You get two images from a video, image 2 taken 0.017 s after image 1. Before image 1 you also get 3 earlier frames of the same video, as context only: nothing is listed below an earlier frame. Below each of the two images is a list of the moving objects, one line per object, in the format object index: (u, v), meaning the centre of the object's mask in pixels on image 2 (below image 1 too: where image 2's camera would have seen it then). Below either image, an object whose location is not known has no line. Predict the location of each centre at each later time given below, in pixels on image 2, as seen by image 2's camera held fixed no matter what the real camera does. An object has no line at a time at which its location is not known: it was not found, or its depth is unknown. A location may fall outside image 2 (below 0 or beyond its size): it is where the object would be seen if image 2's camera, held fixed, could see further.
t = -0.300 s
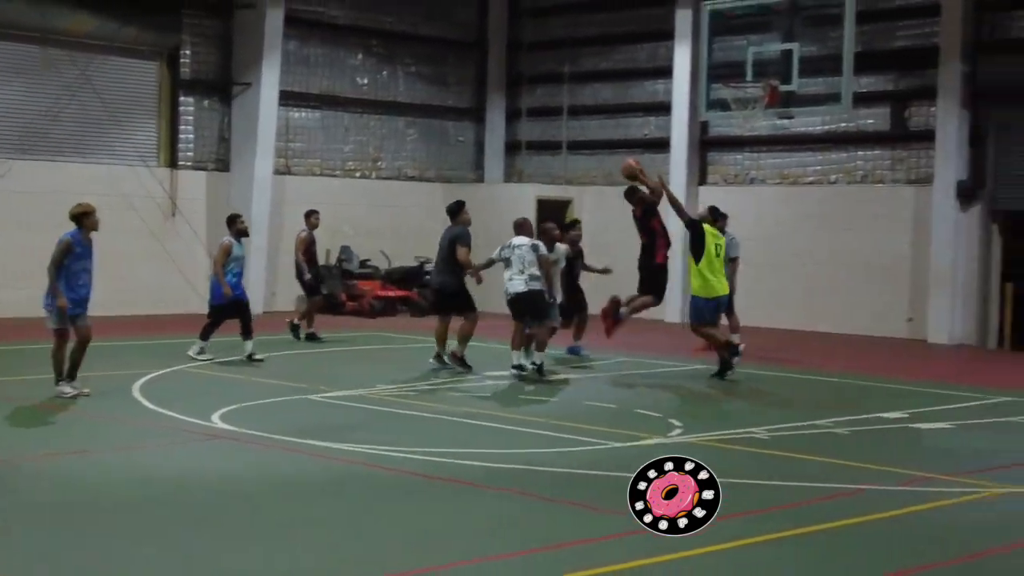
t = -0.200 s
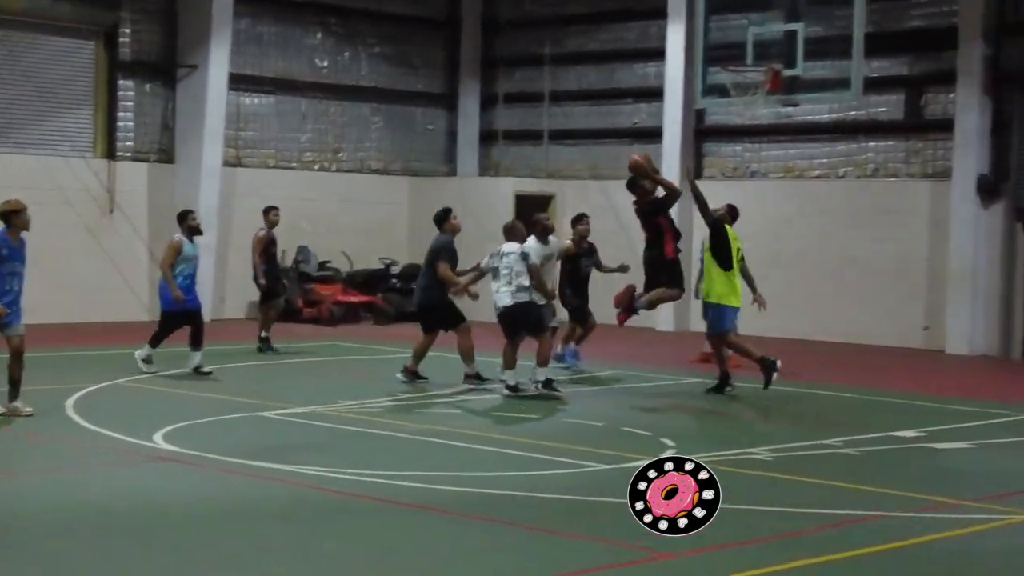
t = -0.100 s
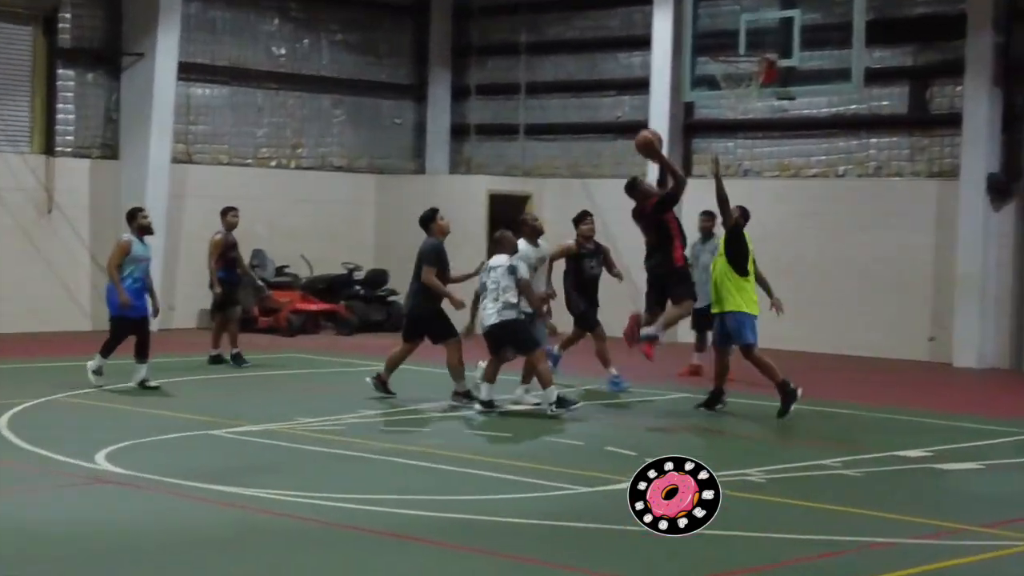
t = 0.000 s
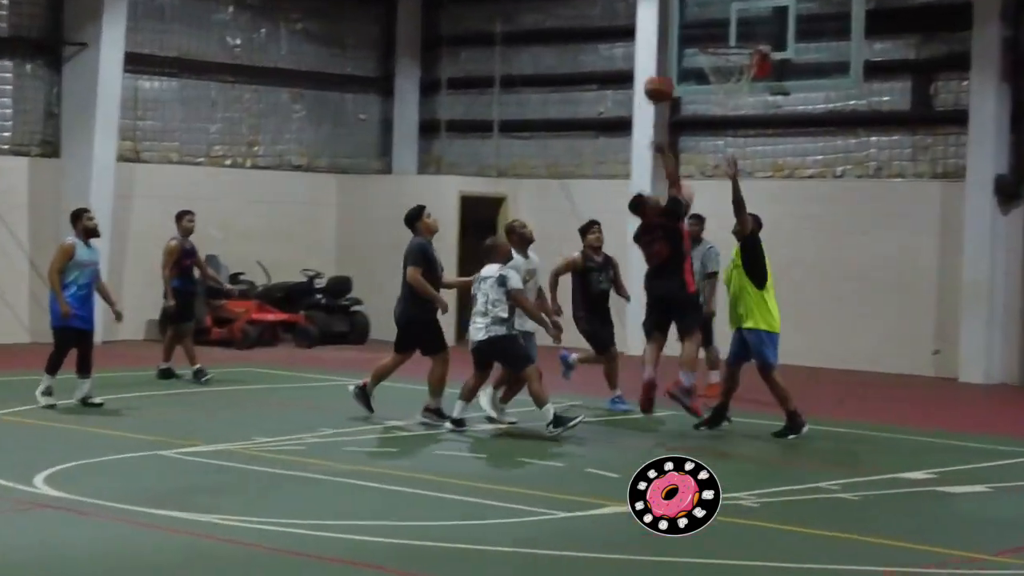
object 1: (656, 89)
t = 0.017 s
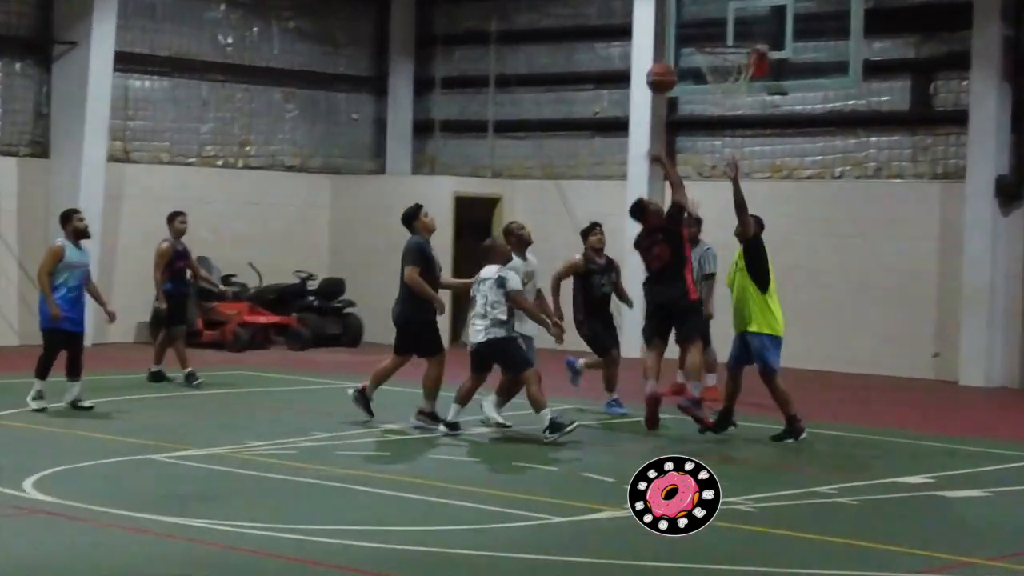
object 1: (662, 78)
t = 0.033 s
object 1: (665, 71)
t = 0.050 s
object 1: (669, 63)
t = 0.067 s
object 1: (674, 56)
